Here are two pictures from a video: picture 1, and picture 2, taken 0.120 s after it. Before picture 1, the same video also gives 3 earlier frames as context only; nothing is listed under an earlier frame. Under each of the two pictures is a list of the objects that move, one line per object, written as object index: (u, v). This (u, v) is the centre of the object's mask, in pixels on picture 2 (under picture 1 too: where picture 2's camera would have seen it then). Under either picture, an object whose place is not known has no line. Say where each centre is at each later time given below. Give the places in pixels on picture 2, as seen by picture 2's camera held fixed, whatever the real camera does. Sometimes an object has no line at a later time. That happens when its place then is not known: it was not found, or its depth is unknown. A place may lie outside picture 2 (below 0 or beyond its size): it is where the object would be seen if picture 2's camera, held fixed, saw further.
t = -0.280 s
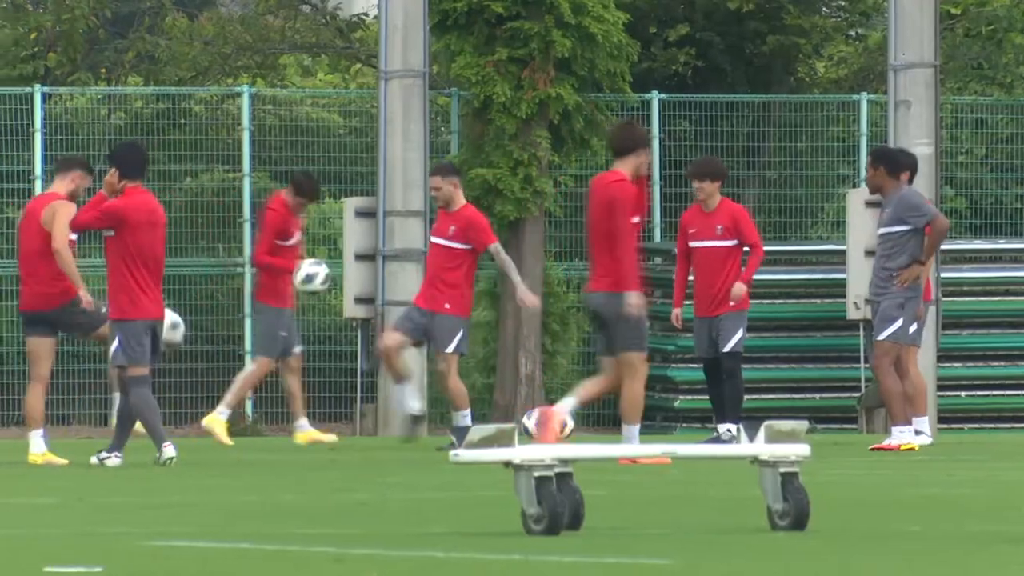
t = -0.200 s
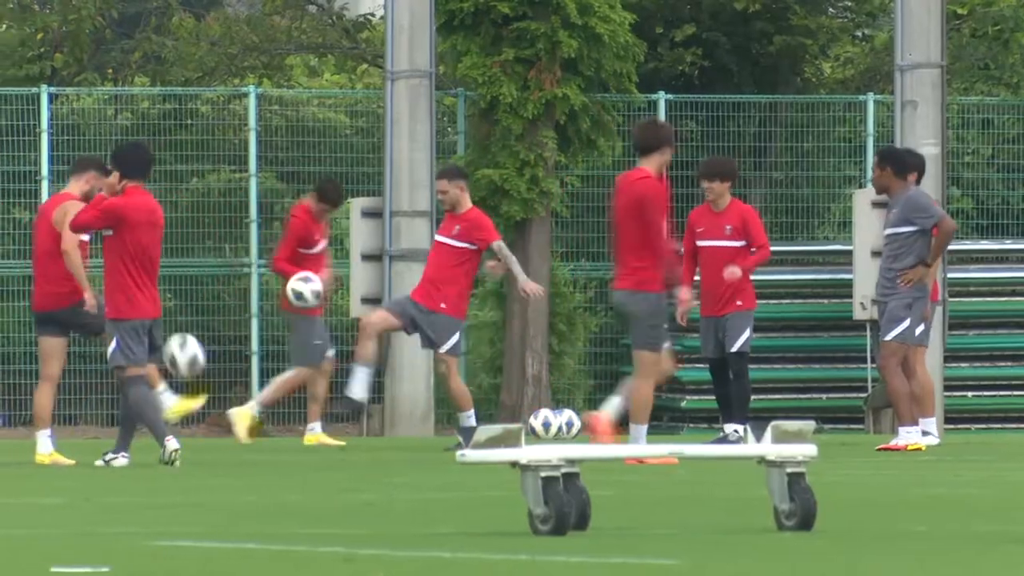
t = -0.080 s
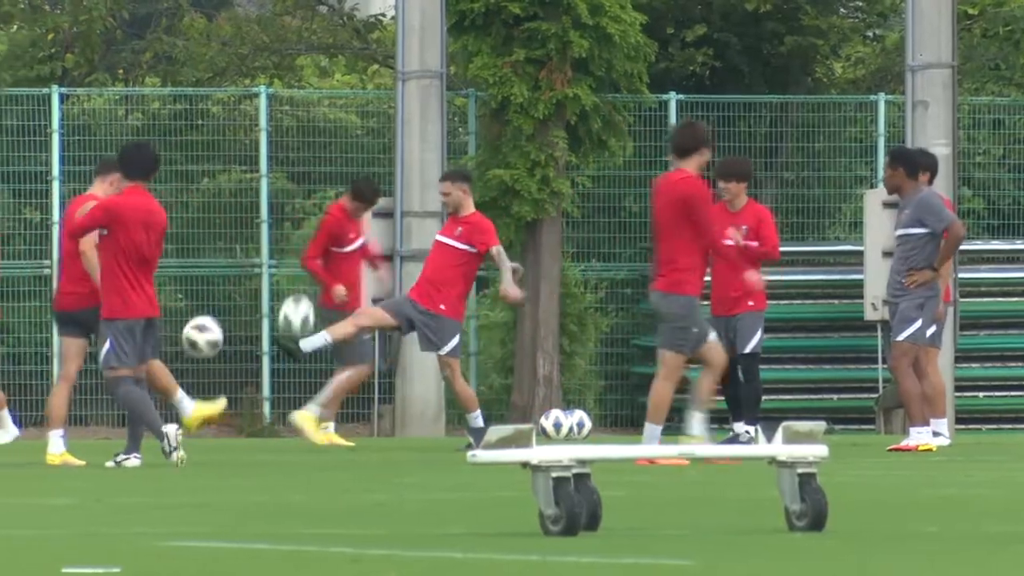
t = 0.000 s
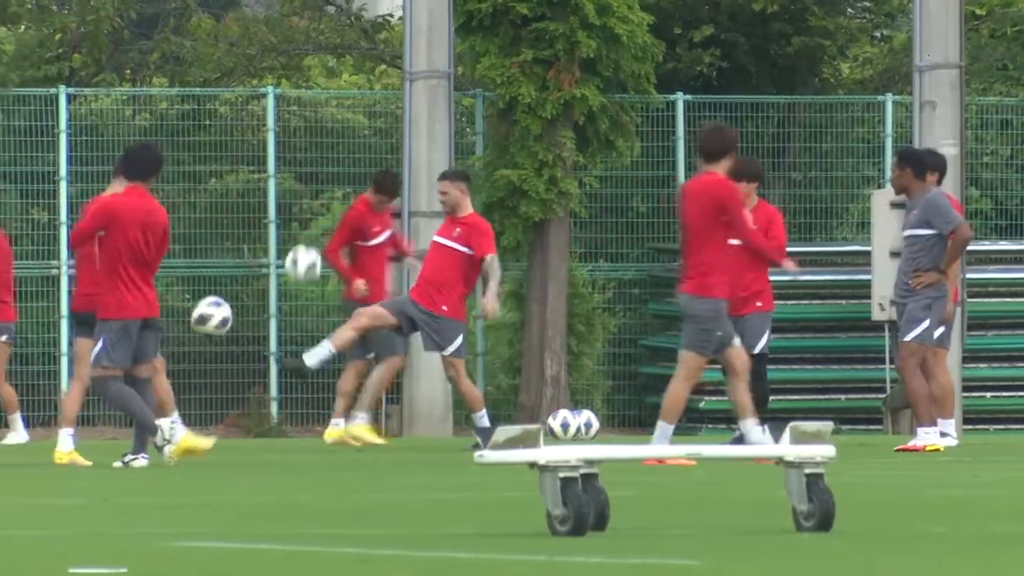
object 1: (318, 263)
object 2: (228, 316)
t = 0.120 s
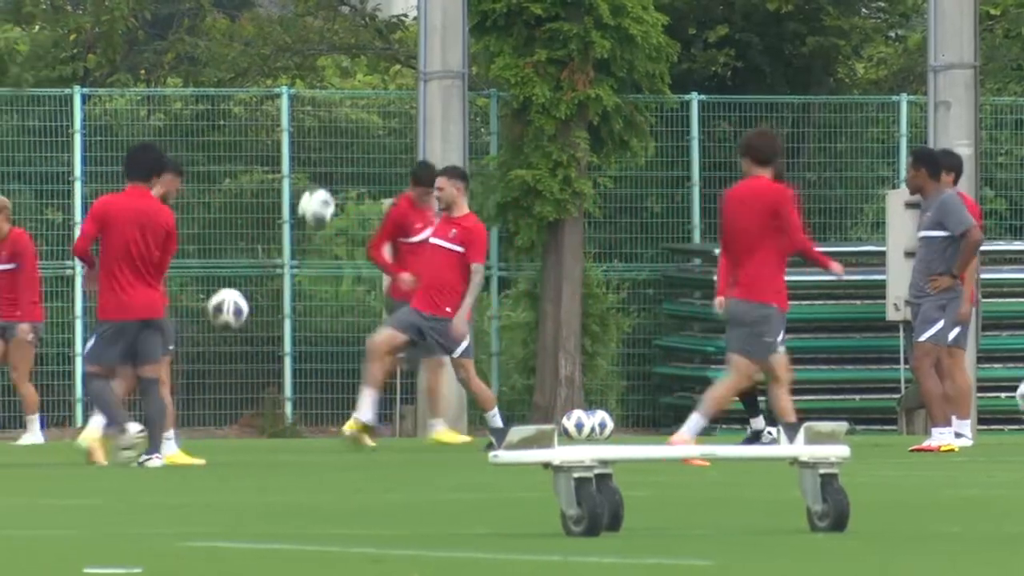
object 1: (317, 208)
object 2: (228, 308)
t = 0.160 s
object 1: (316, 192)
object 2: (228, 311)
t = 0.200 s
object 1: (315, 181)
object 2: (228, 317)
